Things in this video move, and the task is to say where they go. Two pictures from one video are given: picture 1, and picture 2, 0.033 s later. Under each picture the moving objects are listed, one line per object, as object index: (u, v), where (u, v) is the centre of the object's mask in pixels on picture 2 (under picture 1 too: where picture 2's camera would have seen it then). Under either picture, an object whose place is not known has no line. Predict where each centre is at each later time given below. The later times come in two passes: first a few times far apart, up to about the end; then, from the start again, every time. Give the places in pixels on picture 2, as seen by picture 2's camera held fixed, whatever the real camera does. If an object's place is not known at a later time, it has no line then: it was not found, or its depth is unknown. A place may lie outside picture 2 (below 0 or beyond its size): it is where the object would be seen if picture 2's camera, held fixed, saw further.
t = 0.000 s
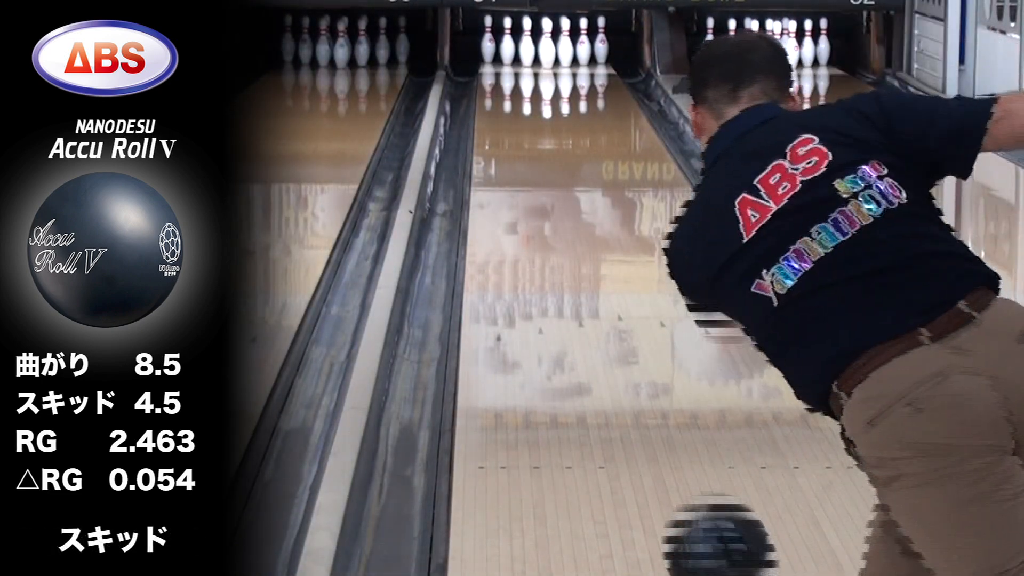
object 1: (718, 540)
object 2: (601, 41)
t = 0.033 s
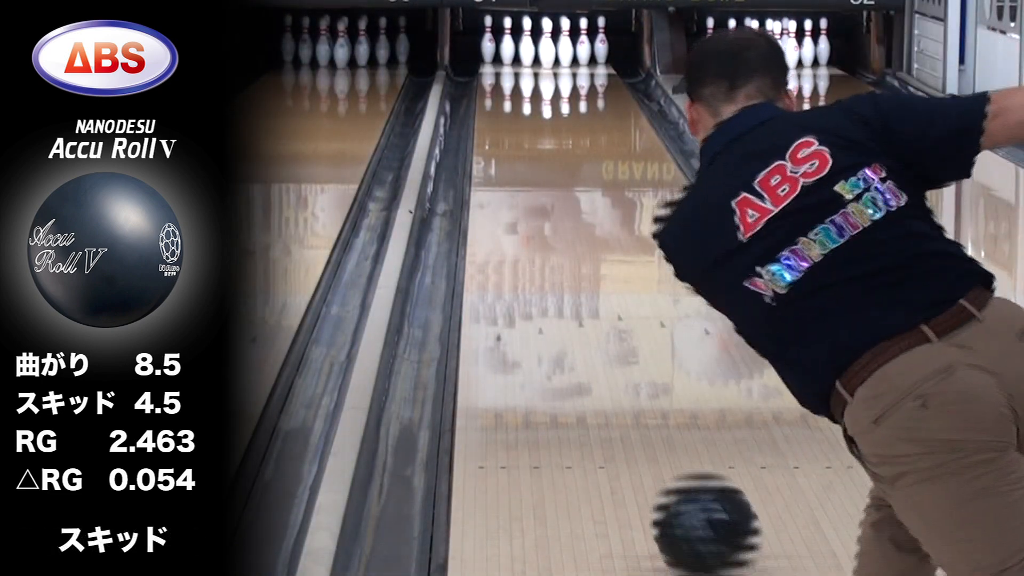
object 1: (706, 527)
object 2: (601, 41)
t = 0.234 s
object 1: (642, 399)
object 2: (601, 41)
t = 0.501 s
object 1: (591, 292)
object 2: (601, 42)
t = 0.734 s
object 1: (563, 231)
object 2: (601, 42)
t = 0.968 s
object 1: (543, 184)
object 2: (601, 42)
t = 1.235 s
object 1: (529, 144)
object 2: (601, 42)
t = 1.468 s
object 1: (520, 118)
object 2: (600, 40)
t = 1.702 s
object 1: (515, 96)
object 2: (601, 41)
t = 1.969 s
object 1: (519, 76)
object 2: (601, 41)
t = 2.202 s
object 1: (529, 64)
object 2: (601, 41)
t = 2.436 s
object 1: (541, 55)
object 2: (602, 40)
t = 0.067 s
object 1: (693, 505)
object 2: (601, 41)
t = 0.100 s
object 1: (681, 481)
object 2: (601, 41)
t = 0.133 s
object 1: (670, 459)
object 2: (601, 41)
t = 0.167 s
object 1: (660, 437)
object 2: (601, 41)
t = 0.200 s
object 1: (651, 418)
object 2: (601, 41)
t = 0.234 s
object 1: (642, 399)
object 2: (601, 41)
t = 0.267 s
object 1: (635, 384)
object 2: (601, 41)
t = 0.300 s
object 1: (627, 368)
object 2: (601, 41)
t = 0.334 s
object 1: (620, 354)
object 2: (601, 41)
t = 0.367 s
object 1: (613, 340)
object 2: (601, 41)
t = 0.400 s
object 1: (608, 327)
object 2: (601, 42)
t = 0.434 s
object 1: (602, 315)
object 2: (601, 42)
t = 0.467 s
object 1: (596, 303)
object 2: (601, 42)
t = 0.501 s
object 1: (591, 292)
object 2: (601, 42)
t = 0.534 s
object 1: (587, 282)
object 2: (601, 42)
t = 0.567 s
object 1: (582, 273)
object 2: (601, 42)
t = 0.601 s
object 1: (578, 264)
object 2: (601, 42)
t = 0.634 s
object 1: (574, 255)
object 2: (601, 42)
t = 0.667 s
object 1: (570, 246)
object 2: (601, 42)
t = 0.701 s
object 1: (567, 238)
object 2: (601, 42)
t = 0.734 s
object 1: (563, 231)
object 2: (601, 42)
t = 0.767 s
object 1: (560, 223)
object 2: (601, 42)
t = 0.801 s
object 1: (557, 215)
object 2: (601, 42)
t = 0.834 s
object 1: (554, 209)
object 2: (601, 42)
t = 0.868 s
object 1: (551, 202)
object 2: (601, 42)
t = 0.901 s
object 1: (548, 196)
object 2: (601, 42)
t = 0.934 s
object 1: (546, 190)
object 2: (601, 42)
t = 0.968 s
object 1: (543, 184)
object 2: (601, 42)
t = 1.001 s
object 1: (541, 178)
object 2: (601, 42)
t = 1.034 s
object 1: (539, 173)
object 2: (601, 42)
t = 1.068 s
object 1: (537, 168)
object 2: (601, 42)
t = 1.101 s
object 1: (535, 163)
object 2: (601, 42)
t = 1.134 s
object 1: (534, 158)
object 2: (601, 41)
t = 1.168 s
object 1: (532, 153)
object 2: (601, 42)
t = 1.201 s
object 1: (530, 148)
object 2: (601, 42)
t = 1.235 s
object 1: (529, 144)
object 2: (601, 42)
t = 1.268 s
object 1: (527, 140)
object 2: (601, 42)
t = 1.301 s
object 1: (526, 136)
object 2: (601, 42)
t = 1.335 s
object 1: (524, 133)
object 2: (601, 42)
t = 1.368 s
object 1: (523, 129)
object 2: (601, 41)
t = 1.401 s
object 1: (522, 125)
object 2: (601, 41)
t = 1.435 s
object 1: (521, 121)
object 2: (601, 41)
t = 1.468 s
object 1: (520, 118)
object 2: (600, 40)
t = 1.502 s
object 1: (519, 115)
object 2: (600, 40)
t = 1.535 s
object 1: (518, 111)
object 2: (600, 40)
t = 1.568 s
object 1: (517, 108)
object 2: (600, 40)
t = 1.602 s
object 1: (517, 105)
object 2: (601, 41)
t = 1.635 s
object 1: (516, 102)
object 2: (601, 41)
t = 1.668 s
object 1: (515, 99)
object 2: (601, 41)
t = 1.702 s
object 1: (515, 96)
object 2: (601, 41)
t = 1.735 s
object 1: (515, 94)
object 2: (601, 41)
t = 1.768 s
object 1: (515, 90)
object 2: (601, 41)
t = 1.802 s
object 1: (515, 88)
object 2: (601, 41)
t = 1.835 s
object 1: (515, 86)
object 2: (601, 41)
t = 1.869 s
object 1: (516, 83)
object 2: (601, 41)
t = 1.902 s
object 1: (517, 81)
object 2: (601, 41)
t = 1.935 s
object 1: (517, 79)
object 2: (601, 41)
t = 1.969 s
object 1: (519, 76)
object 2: (601, 41)
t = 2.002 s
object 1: (520, 74)
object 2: (601, 41)
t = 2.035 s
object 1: (521, 72)
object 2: (601, 41)
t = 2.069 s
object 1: (522, 71)
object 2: (601, 41)
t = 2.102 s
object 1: (523, 69)
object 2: (601, 41)
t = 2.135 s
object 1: (525, 67)
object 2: (601, 41)
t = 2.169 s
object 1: (527, 65)
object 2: (601, 41)
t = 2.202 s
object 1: (529, 64)
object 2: (601, 41)
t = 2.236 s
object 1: (531, 62)
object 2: (601, 41)
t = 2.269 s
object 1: (534, 60)
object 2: (601, 41)
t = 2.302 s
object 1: (536, 59)
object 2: (601, 41)
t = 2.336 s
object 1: (539, 57)
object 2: (601, 41)
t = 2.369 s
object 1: (539, 56)
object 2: (601, 41)
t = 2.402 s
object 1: (539, 55)
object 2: (602, 41)
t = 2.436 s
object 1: (541, 55)
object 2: (602, 40)
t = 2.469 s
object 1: (542, 54)
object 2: (601, 39)
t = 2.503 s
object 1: (543, 53)
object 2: (601, 40)
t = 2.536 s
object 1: (544, 50)
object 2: (606, 43)
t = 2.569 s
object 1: (543, 51)
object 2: (616, 40)
